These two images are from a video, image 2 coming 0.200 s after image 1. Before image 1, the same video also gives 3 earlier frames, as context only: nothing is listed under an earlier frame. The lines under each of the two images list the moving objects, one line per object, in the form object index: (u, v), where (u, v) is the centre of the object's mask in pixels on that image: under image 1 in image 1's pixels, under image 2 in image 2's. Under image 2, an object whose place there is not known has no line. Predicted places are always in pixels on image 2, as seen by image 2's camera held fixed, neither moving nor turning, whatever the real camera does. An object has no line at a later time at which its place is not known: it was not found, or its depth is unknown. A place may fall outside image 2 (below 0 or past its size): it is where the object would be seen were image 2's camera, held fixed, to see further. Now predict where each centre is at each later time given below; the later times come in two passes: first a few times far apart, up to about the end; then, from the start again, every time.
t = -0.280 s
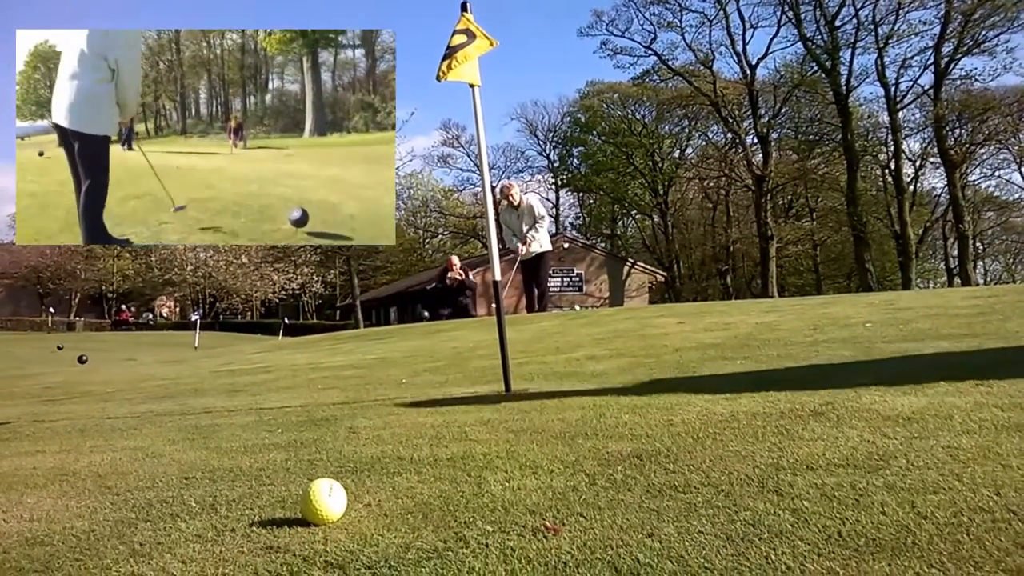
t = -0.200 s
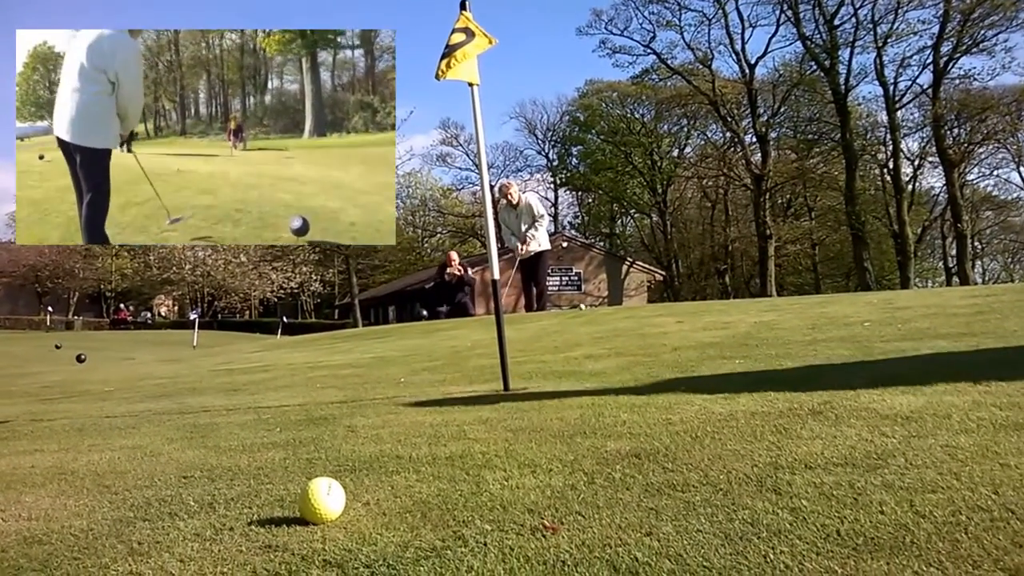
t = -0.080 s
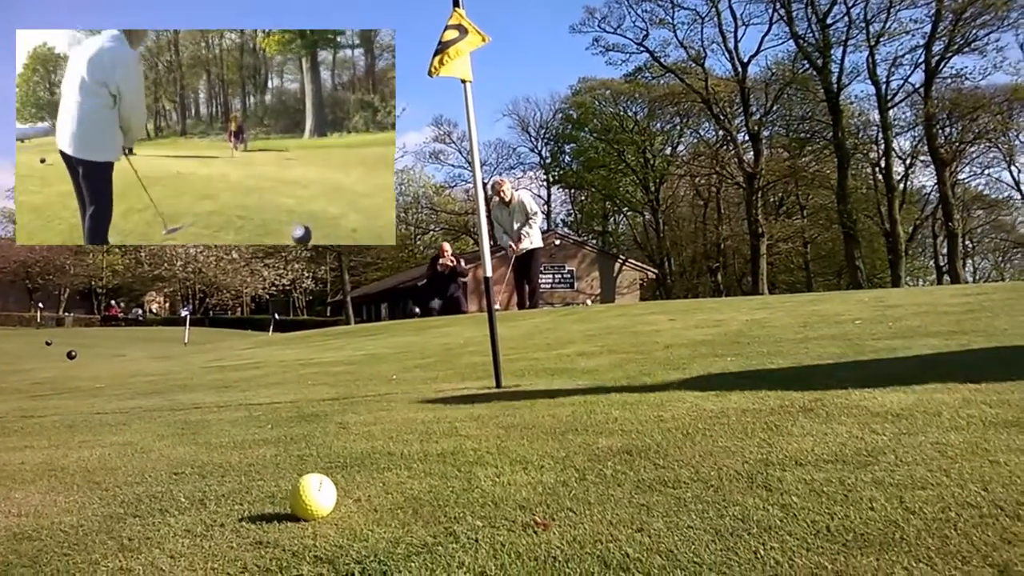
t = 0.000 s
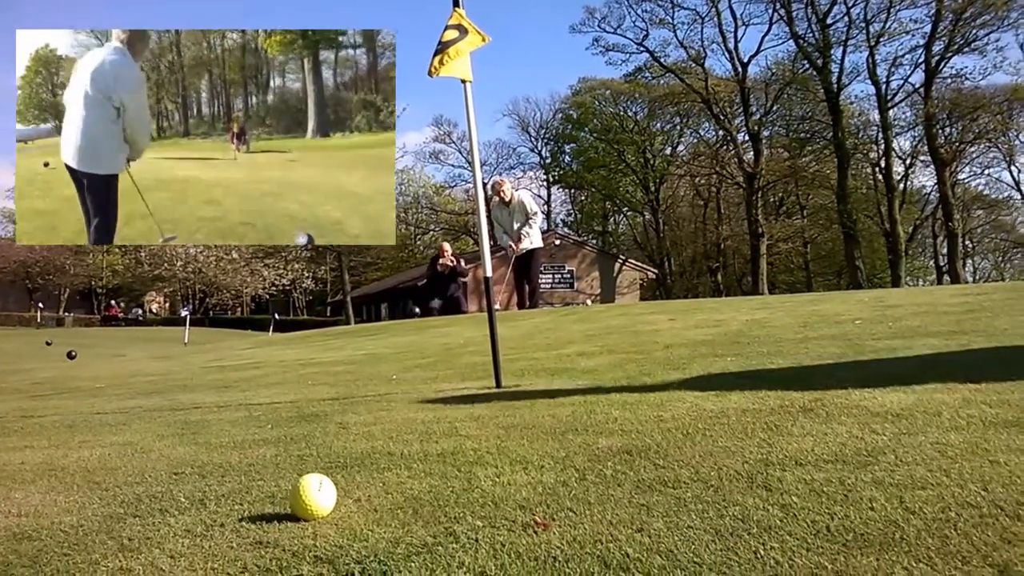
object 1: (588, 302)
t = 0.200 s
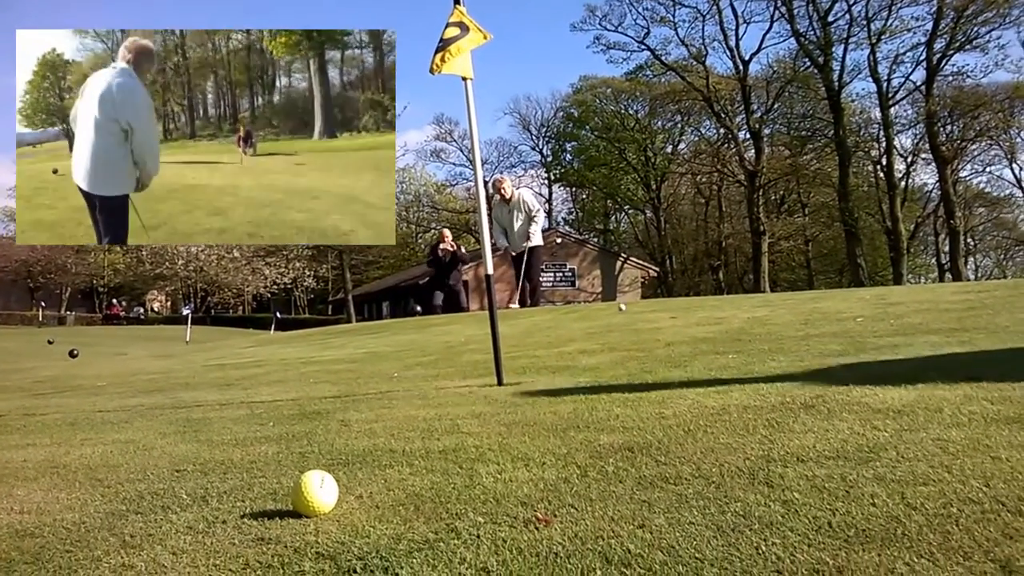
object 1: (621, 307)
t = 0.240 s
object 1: (625, 307)
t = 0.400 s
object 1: (641, 310)
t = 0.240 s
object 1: (625, 307)
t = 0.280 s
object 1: (628, 307)
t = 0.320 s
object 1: (635, 309)
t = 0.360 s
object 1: (638, 310)
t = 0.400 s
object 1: (641, 310)
